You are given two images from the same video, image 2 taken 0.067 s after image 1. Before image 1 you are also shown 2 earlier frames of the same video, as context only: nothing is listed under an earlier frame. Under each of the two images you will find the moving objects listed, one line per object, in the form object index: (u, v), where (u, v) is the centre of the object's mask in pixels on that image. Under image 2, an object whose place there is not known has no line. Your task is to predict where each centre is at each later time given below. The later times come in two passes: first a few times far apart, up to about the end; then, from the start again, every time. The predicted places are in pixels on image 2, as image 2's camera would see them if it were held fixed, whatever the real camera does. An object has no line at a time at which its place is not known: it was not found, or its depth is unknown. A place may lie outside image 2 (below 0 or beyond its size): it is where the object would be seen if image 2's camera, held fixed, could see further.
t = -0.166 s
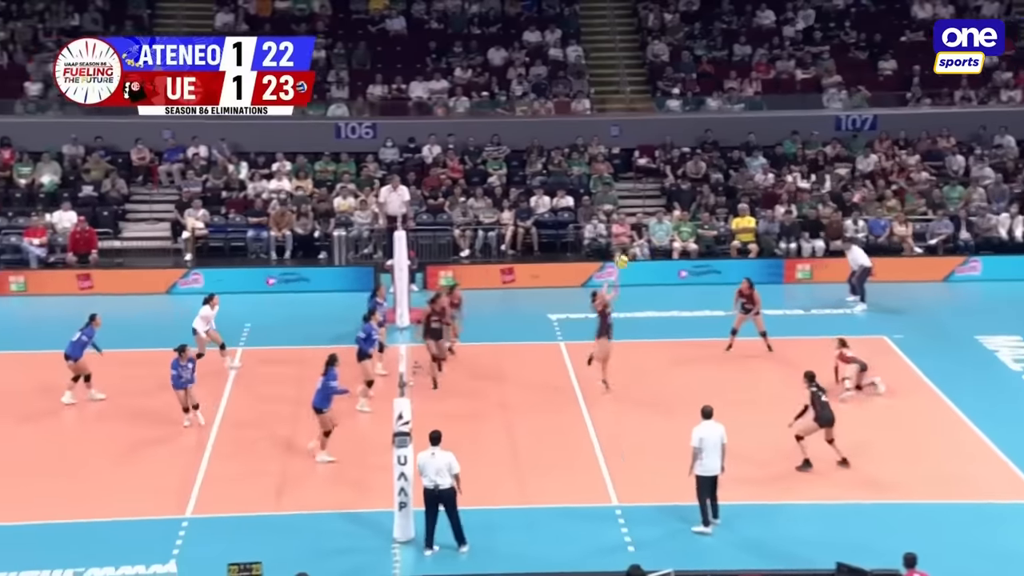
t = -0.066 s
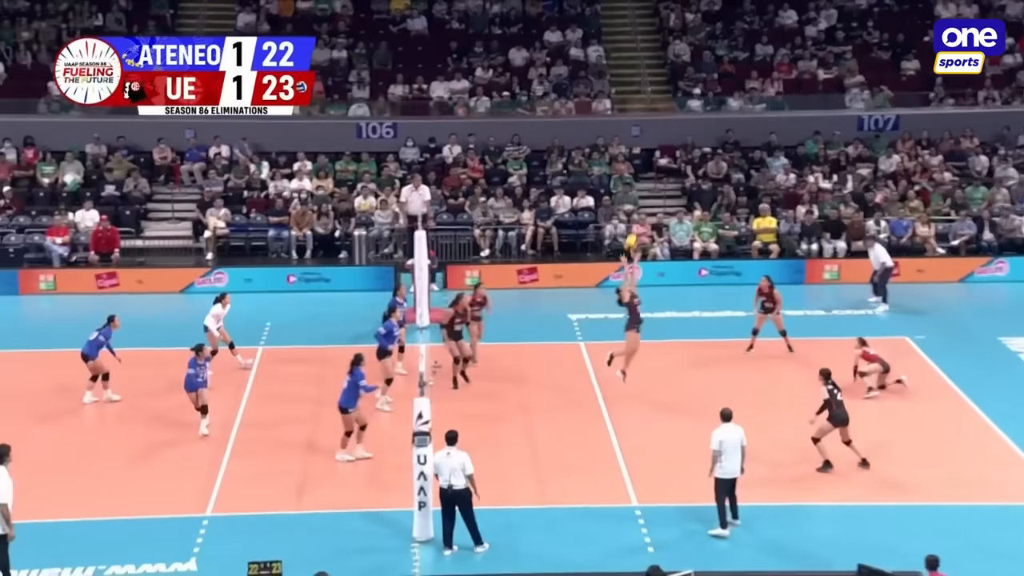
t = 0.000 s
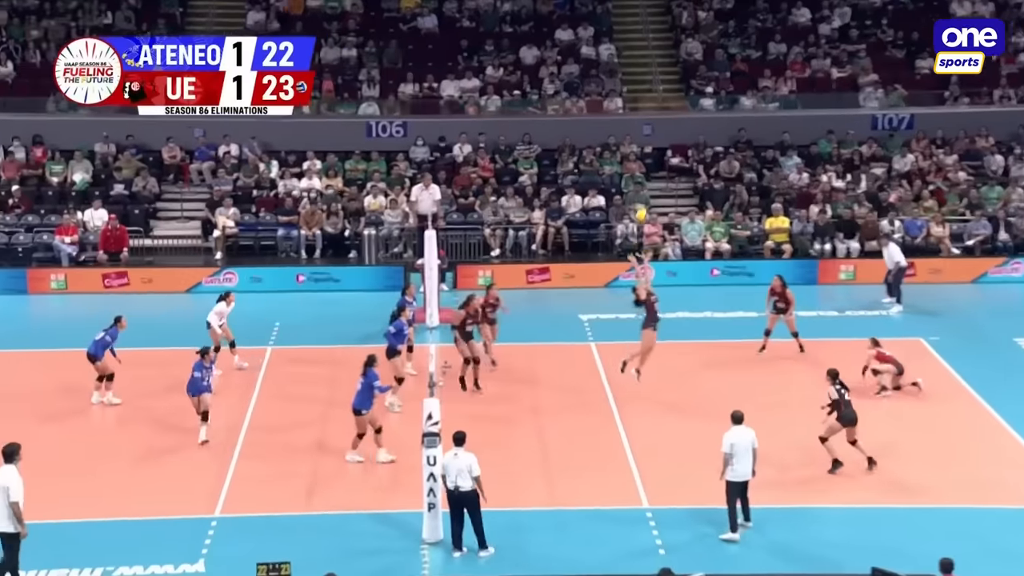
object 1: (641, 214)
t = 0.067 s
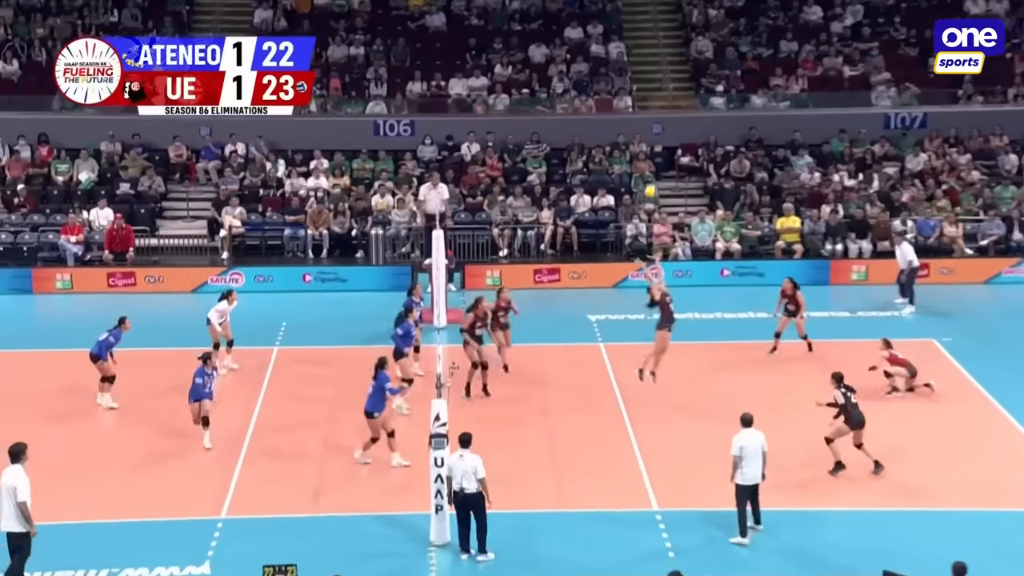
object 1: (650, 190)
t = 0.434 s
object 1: (653, 102)
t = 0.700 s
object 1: (650, 90)
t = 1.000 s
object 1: (648, 130)
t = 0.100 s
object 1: (650, 179)
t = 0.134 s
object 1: (651, 169)
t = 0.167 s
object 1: (652, 158)
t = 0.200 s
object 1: (652, 148)
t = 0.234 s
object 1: (652, 140)
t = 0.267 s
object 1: (653, 132)
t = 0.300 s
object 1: (653, 124)
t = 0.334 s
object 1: (652, 118)
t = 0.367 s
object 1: (653, 111)
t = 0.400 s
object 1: (653, 107)
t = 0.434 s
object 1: (653, 102)
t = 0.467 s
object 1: (652, 98)
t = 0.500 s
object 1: (652, 95)
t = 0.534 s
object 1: (652, 92)
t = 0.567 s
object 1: (652, 90)
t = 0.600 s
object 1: (651, 89)
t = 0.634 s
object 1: (651, 89)
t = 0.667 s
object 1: (651, 89)
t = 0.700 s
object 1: (650, 90)
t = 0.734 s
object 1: (650, 91)
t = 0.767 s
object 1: (650, 94)
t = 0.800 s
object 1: (650, 97)
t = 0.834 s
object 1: (649, 101)
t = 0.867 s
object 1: (649, 105)
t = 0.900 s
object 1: (649, 110)
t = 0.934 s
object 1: (648, 117)
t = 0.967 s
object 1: (648, 123)
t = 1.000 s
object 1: (648, 130)
